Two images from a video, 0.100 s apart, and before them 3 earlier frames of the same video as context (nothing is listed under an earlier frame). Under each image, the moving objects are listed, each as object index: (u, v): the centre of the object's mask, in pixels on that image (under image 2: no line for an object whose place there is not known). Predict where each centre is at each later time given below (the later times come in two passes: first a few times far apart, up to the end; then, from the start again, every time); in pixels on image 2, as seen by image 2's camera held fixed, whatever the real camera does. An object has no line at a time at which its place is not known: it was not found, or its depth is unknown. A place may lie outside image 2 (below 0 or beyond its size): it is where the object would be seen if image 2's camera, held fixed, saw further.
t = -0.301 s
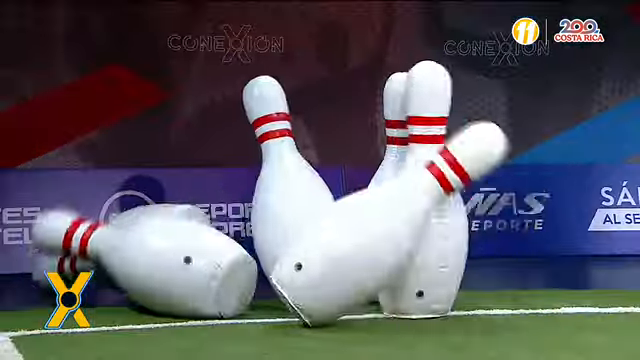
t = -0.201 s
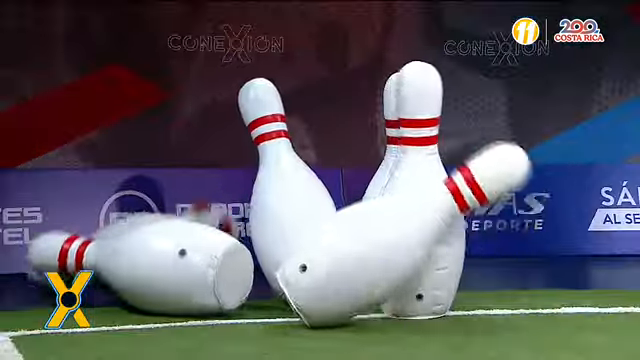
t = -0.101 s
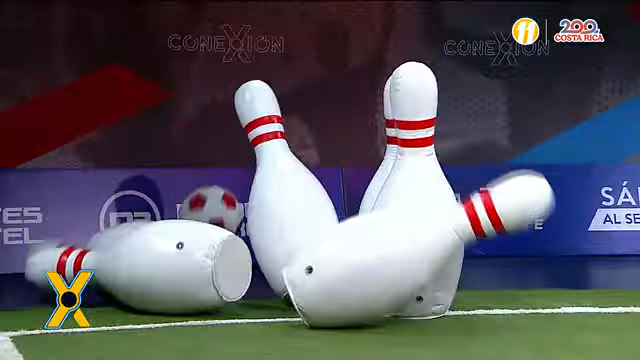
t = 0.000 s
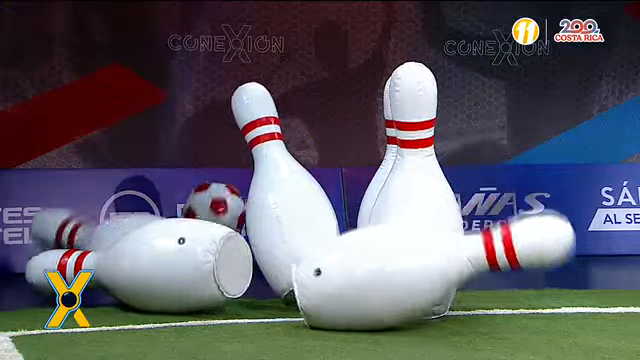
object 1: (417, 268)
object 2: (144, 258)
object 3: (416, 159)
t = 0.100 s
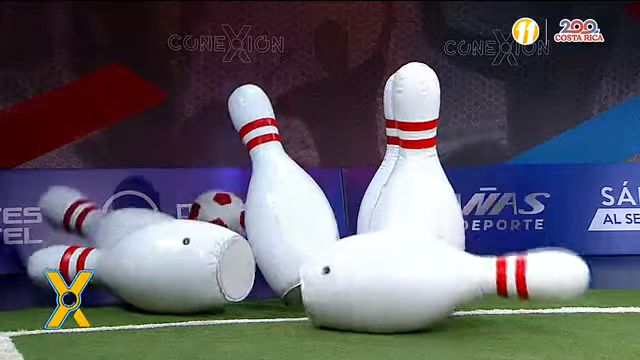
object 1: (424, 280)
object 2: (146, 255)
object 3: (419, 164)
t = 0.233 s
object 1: (430, 284)
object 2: (151, 251)
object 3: (423, 168)
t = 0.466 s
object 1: (429, 282)
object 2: (184, 245)
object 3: (425, 166)
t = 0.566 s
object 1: (424, 277)
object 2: (194, 240)
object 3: (424, 163)
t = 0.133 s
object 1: (425, 281)
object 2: (147, 254)
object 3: (420, 167)
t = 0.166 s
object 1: (427, 282)
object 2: (148, 253)
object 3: (421, 165)
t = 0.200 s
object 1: (428, 282)
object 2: (149, 252)
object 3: (422, 165)
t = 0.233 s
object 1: (430, 284)
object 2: (151, 251)
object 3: (423, 168)
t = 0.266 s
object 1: (431, 285)
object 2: (155, 251)
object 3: (424, 166)
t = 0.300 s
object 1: (432, 286)
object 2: (159, 250)
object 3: (424, 169)
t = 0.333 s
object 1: (432, 287)
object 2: (164, 250)
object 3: (425, 167)
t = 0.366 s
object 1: (432, 286)
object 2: (170, 250)
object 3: (425, 169)
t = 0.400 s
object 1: (432, 285)
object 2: (177, 249)
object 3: (425, 169)
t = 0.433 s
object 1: (431, 284)
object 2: (179, 247)
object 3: (425, 169)
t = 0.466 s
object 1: (429, 282)
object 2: (184, 245)
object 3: (425, 166)
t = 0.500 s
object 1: (428, 281)
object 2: (187, 243)
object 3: (425, 164)
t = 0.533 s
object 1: (426, 279)
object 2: (190, 241)
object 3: (425, 164)
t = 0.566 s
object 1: (424, 277)
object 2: (194, 240)
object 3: (424, 163)
